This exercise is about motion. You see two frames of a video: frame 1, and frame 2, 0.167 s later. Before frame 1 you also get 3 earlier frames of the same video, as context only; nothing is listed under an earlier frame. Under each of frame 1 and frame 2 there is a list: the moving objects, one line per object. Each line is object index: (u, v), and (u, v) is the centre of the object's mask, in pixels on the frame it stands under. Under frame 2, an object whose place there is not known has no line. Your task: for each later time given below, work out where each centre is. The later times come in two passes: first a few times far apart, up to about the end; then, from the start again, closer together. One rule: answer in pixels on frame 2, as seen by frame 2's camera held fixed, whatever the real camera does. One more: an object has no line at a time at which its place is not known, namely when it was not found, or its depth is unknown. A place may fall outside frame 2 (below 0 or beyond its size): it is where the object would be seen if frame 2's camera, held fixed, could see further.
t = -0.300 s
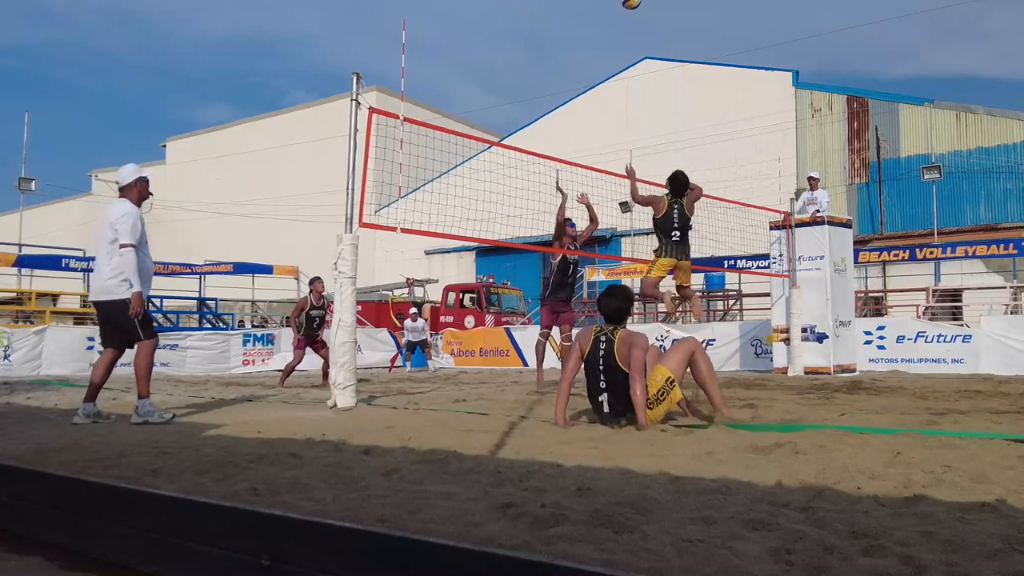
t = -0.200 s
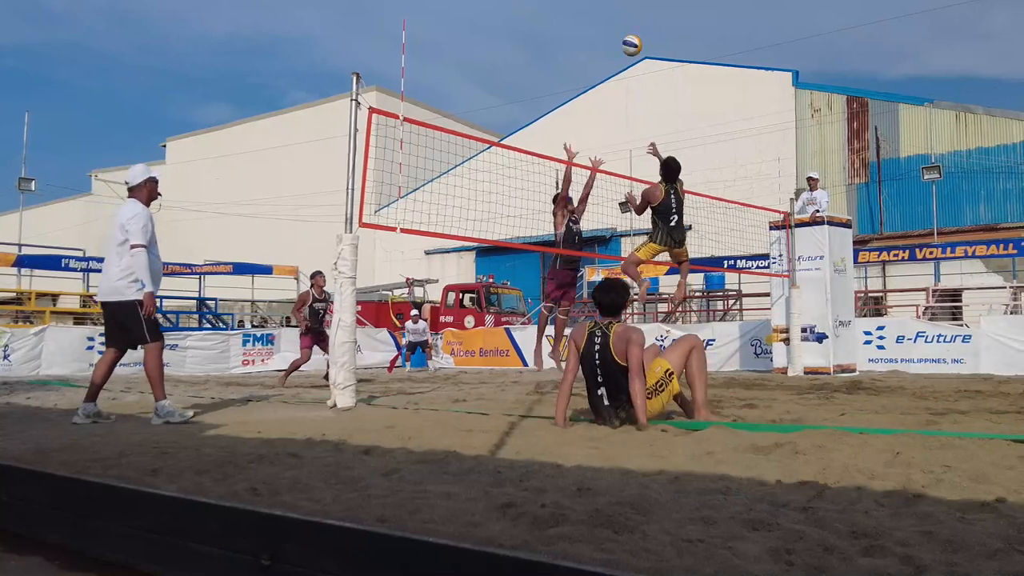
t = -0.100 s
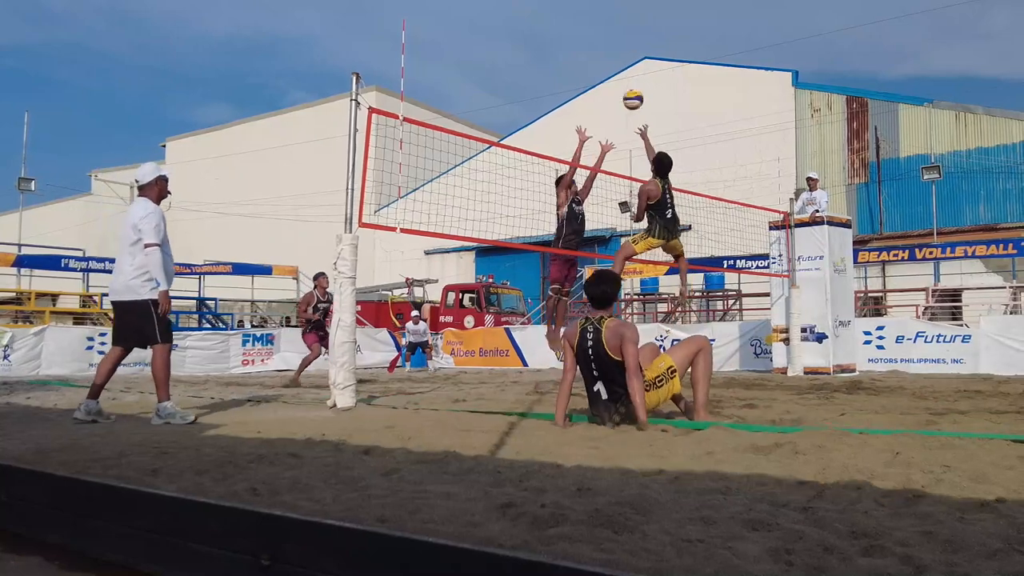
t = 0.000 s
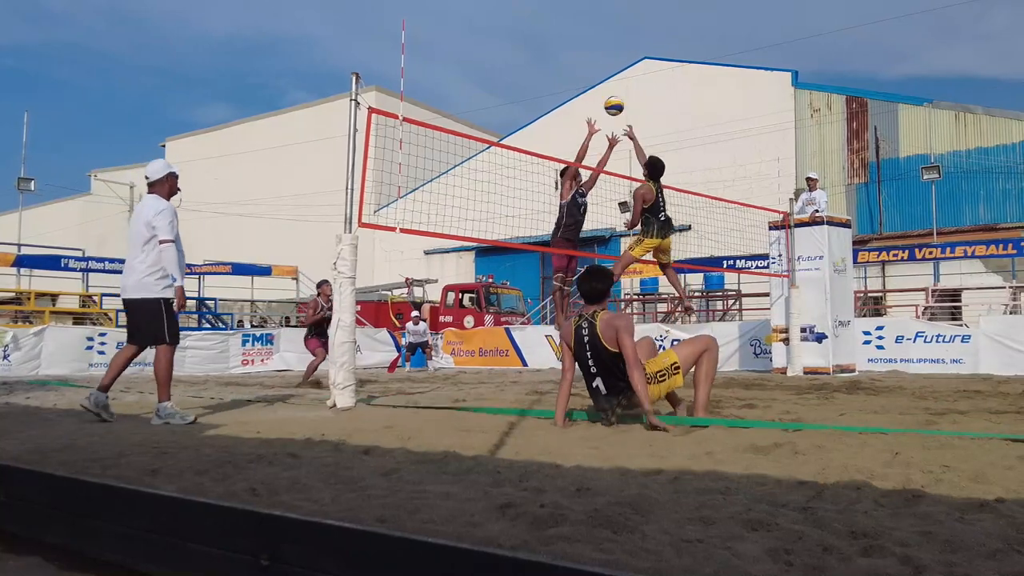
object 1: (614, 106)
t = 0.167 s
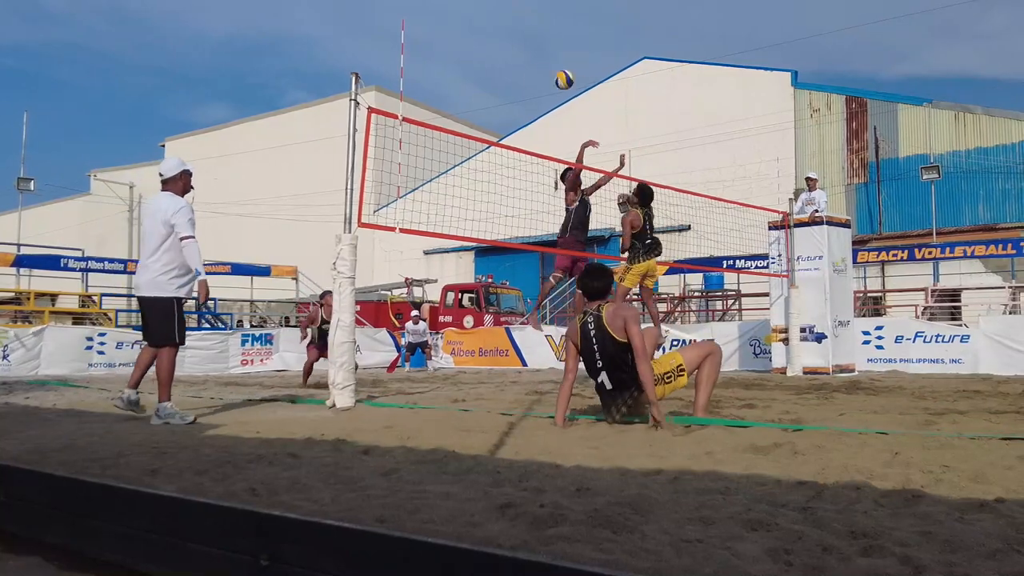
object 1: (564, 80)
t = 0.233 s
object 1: (545, 77)
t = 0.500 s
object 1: (476, 104)
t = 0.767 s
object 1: (414, 188)
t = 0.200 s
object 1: (555, 78)
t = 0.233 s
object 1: (545, 77)
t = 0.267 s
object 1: (536, 77)
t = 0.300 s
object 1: (527, 78)
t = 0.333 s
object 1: (518, 80)
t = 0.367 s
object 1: (510, 84)
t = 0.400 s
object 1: (501, 87)
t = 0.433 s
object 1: (493, 92)
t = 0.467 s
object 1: (485, 98)
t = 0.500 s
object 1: (476, 104)
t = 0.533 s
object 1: (468, 111)
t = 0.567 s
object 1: (460, 119)
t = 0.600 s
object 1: (452, 128)
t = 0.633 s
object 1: (445, 141)
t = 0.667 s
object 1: (436, 150)
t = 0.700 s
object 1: (428, 162)
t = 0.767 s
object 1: (414, 188)
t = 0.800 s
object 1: (407, 202)
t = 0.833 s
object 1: (399, 216)
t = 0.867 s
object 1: (391, 235)
